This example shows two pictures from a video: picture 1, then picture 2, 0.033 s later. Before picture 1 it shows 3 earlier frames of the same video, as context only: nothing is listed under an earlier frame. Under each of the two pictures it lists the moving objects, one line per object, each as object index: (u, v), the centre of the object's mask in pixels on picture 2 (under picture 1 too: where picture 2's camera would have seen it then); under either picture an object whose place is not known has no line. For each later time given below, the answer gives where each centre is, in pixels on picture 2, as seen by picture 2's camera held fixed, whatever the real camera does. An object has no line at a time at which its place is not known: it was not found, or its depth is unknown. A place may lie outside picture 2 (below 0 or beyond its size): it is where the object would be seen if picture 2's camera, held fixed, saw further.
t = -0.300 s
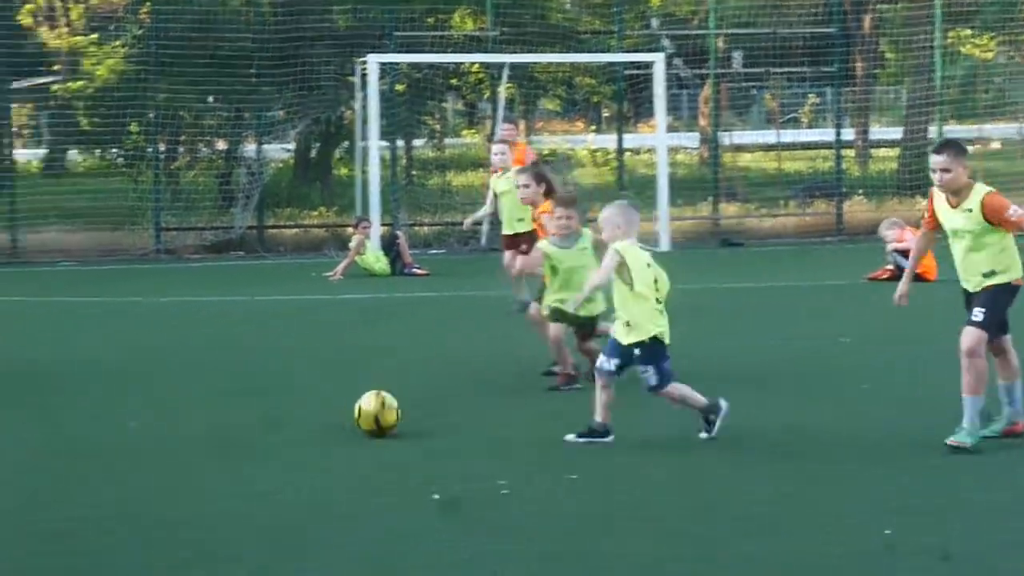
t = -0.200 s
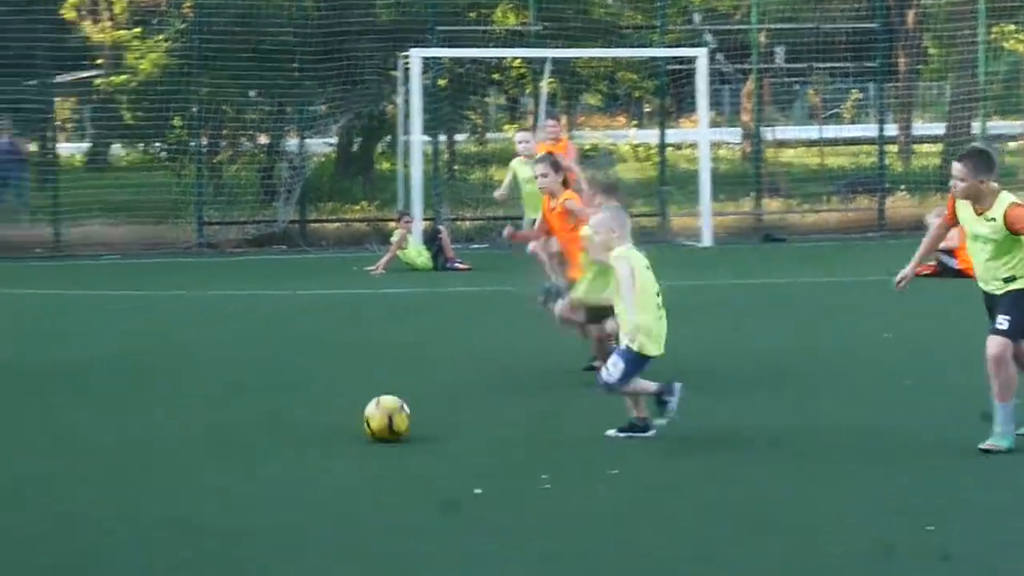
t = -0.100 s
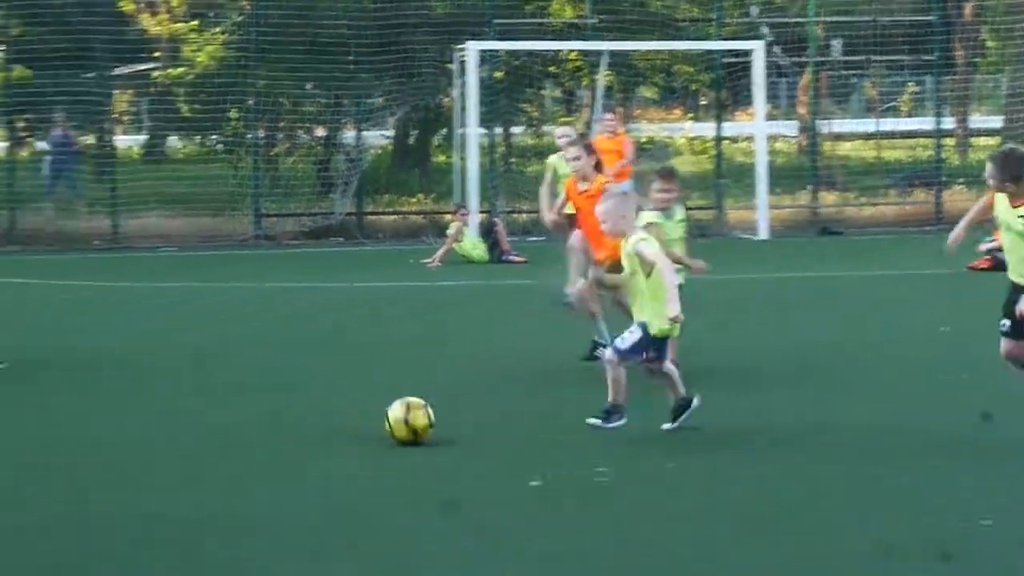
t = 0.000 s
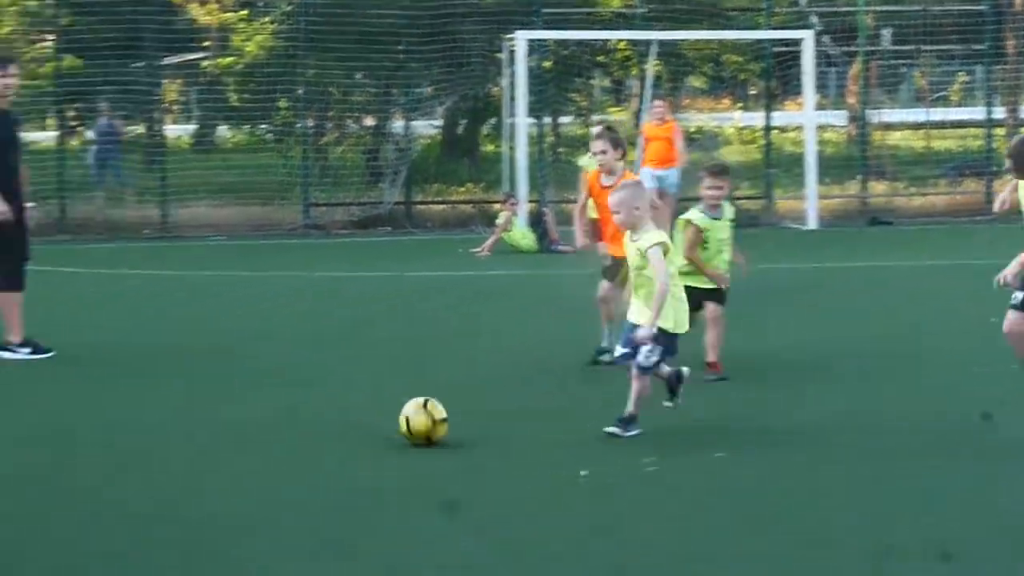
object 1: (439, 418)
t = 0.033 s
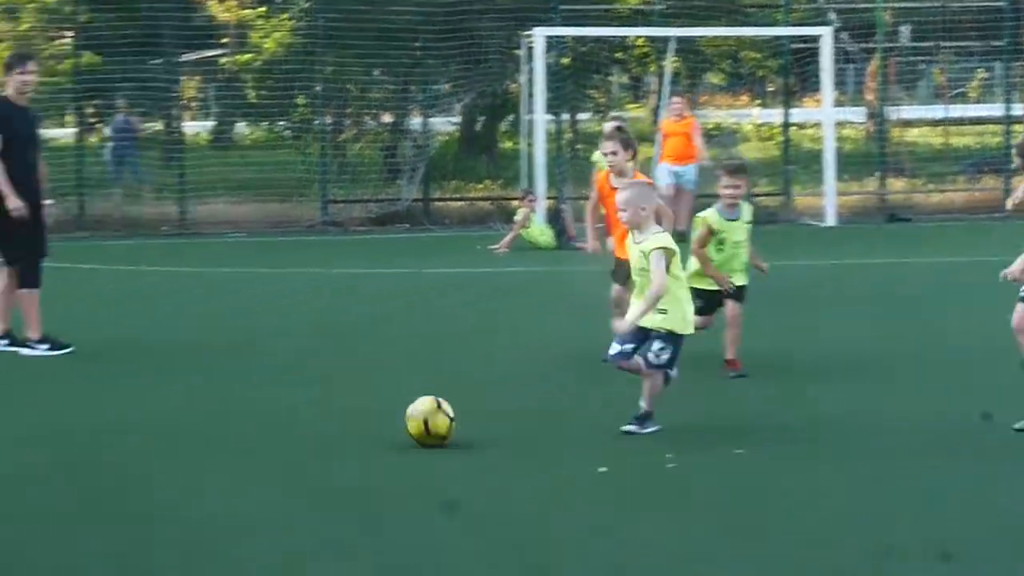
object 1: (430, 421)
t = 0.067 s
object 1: (420, 426)
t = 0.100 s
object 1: (409, 430)
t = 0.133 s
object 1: (399, 435)
